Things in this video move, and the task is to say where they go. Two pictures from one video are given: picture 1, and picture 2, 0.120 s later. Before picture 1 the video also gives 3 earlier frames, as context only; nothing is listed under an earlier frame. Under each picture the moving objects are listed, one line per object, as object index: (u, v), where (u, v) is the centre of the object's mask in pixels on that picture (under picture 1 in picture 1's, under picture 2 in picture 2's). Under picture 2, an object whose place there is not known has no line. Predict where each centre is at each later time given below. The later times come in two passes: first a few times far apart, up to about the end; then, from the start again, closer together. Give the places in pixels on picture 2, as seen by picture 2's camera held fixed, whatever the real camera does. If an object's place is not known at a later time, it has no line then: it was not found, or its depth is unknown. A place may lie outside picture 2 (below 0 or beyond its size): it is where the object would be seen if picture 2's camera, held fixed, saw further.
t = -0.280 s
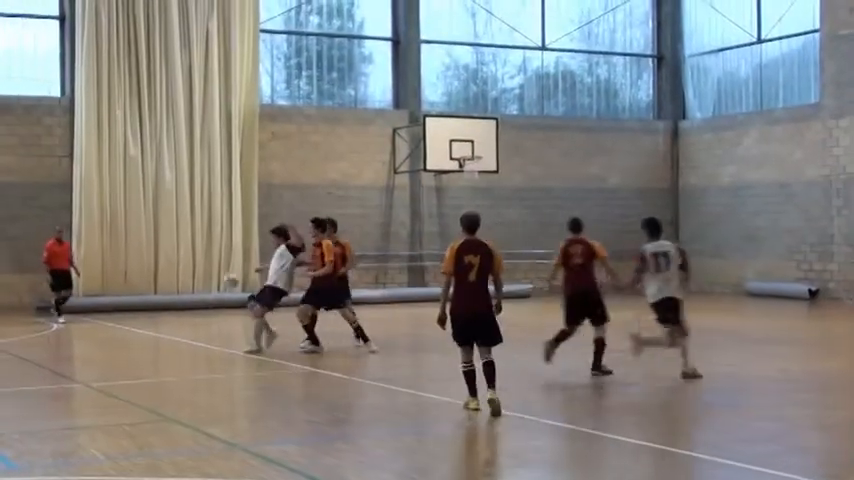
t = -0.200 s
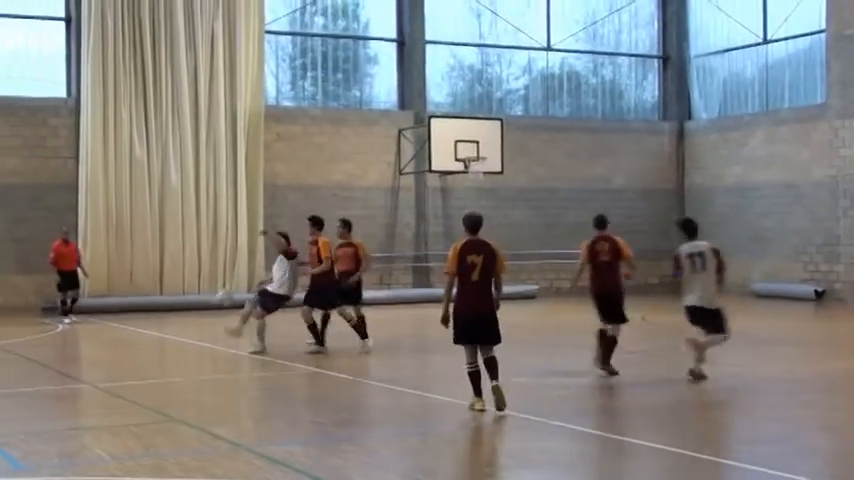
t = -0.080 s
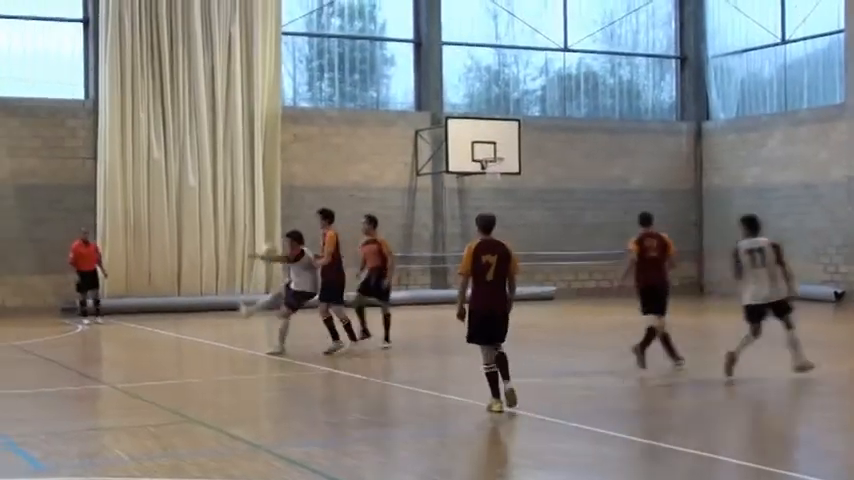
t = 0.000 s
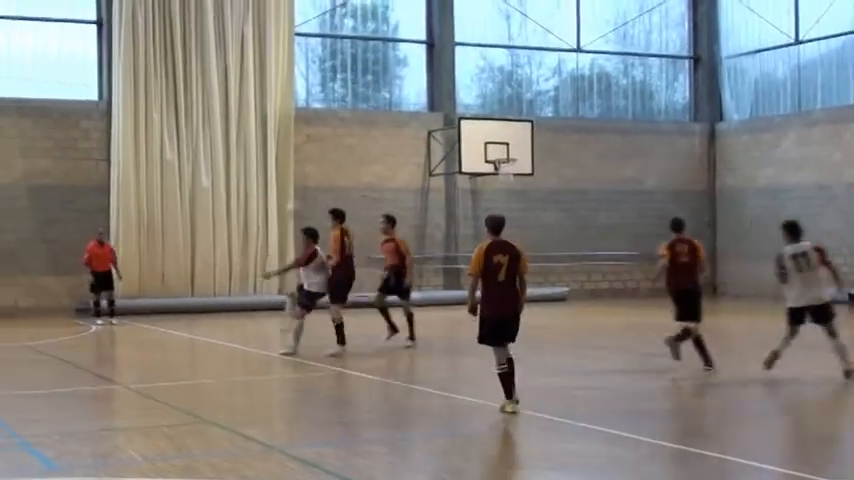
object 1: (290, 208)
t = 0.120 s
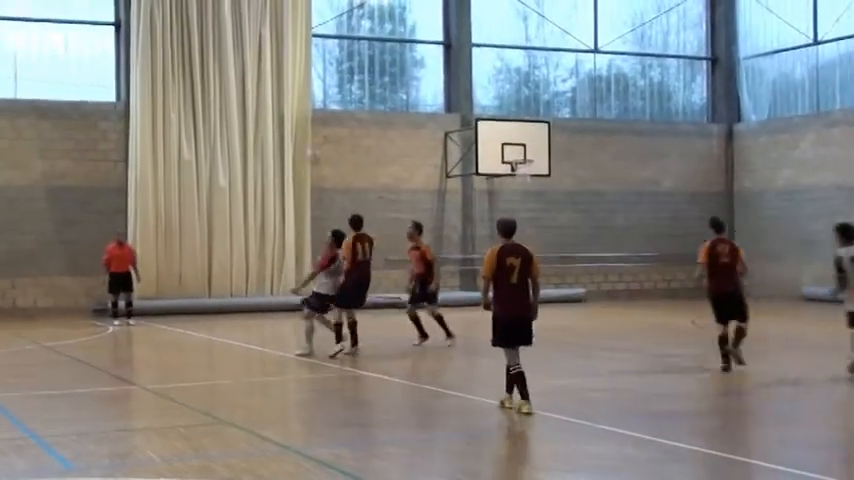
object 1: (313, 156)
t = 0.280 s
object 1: (318, 104)
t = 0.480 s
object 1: (322, 65)
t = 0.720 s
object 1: (330, 58)
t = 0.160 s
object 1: (311, 142)
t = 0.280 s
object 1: (318, 104)
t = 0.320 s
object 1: (318, 95)
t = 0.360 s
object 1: (319, 85)
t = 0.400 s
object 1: (320, 77)
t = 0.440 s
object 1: (321, 71)
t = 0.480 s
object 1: (322, 65)
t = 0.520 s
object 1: (324, 61)
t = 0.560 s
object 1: (324, 58)
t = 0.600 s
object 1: (326, 57)
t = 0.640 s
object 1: (327, 56)
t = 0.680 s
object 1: (329, 56)
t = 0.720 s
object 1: (330, 58)
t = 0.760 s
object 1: (331, 60)
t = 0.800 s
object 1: (333, 64)
